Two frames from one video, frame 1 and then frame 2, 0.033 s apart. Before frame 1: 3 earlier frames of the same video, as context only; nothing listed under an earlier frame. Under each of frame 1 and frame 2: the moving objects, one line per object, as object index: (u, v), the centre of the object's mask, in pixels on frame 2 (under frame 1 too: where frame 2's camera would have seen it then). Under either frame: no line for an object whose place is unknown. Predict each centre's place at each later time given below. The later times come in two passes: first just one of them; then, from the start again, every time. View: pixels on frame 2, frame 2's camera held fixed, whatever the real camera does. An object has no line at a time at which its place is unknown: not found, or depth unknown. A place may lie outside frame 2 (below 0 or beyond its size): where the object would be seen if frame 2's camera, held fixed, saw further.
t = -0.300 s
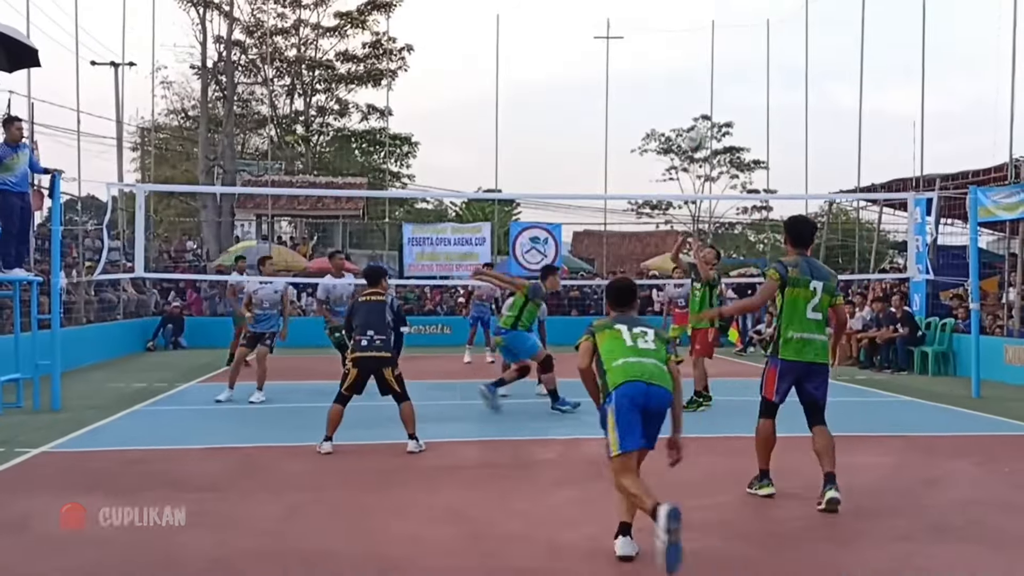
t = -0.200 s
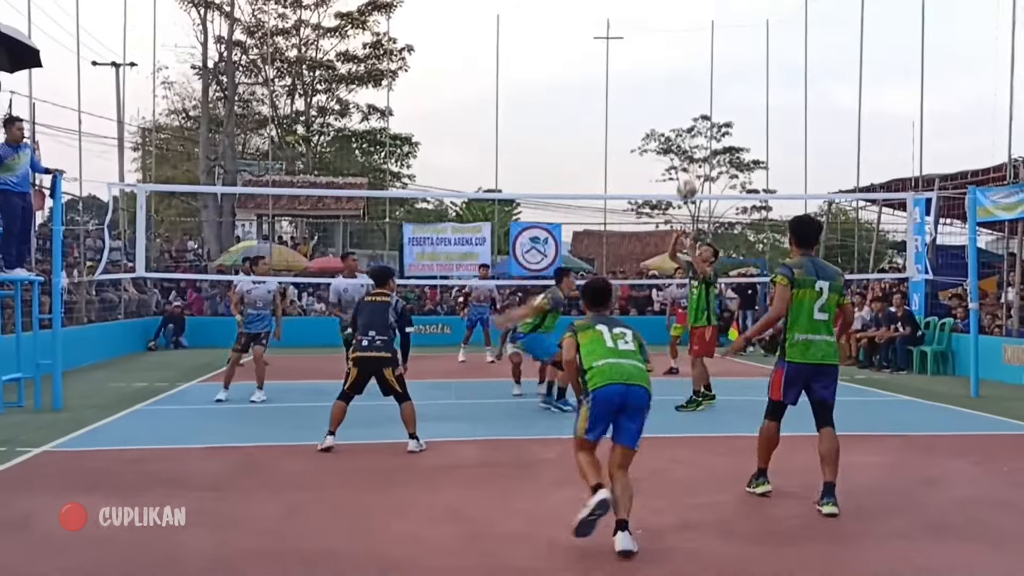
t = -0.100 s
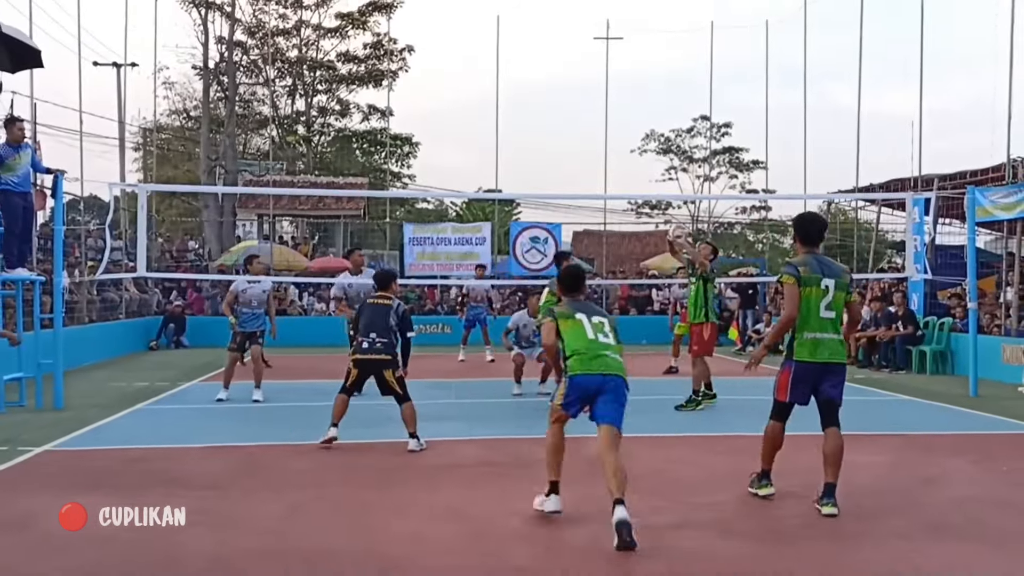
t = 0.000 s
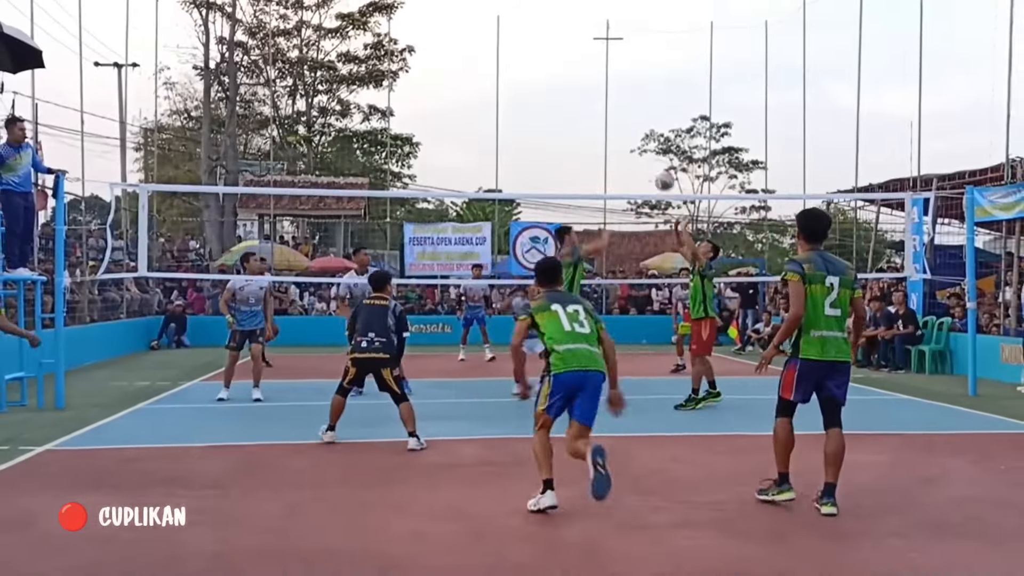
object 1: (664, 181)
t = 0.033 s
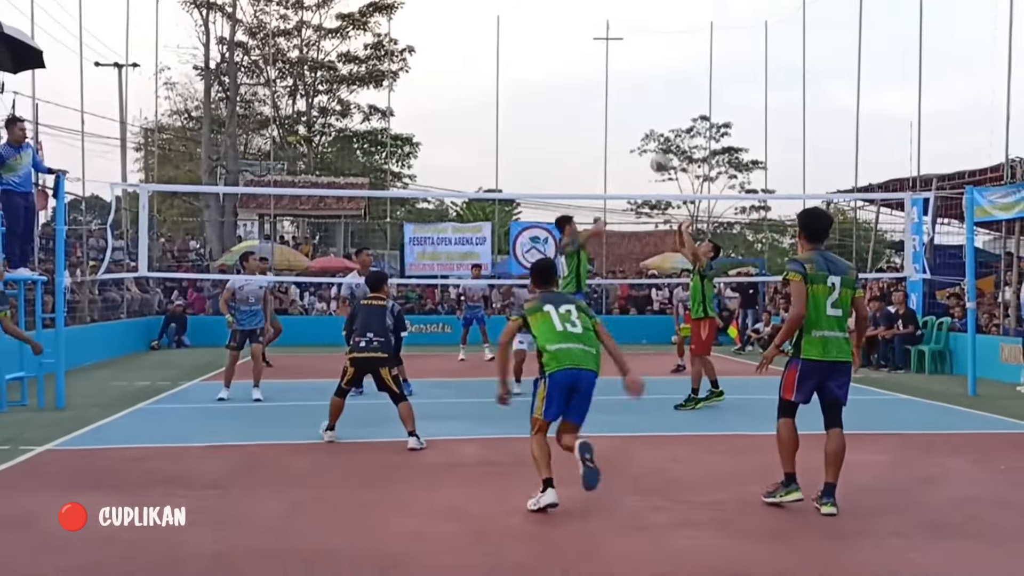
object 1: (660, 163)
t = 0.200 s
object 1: (636, 88)
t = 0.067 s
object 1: (655, 144)
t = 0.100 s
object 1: (650, 129)
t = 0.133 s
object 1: (646, 115)
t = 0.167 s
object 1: (641, 101)
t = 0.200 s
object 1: (636, 88)
